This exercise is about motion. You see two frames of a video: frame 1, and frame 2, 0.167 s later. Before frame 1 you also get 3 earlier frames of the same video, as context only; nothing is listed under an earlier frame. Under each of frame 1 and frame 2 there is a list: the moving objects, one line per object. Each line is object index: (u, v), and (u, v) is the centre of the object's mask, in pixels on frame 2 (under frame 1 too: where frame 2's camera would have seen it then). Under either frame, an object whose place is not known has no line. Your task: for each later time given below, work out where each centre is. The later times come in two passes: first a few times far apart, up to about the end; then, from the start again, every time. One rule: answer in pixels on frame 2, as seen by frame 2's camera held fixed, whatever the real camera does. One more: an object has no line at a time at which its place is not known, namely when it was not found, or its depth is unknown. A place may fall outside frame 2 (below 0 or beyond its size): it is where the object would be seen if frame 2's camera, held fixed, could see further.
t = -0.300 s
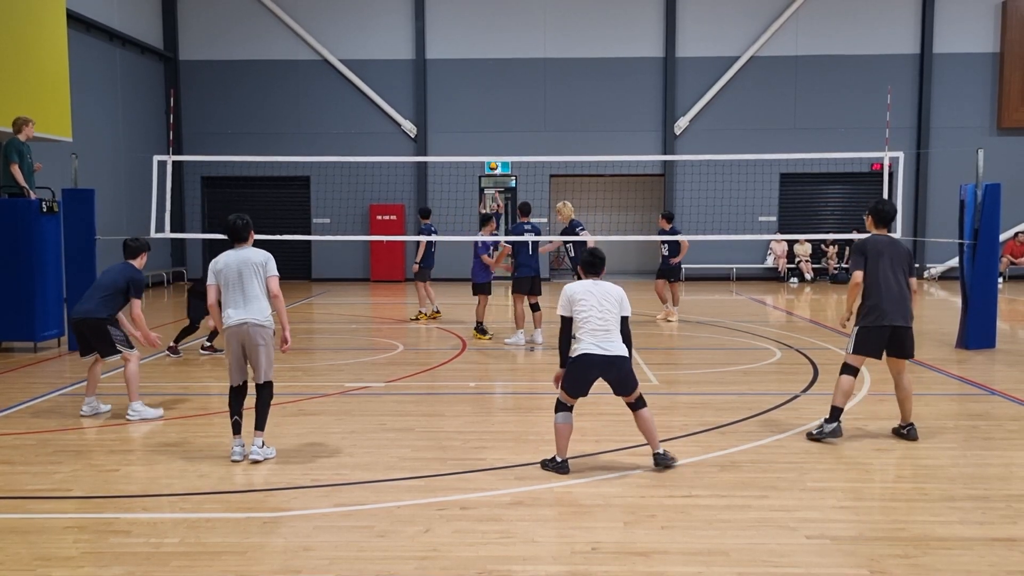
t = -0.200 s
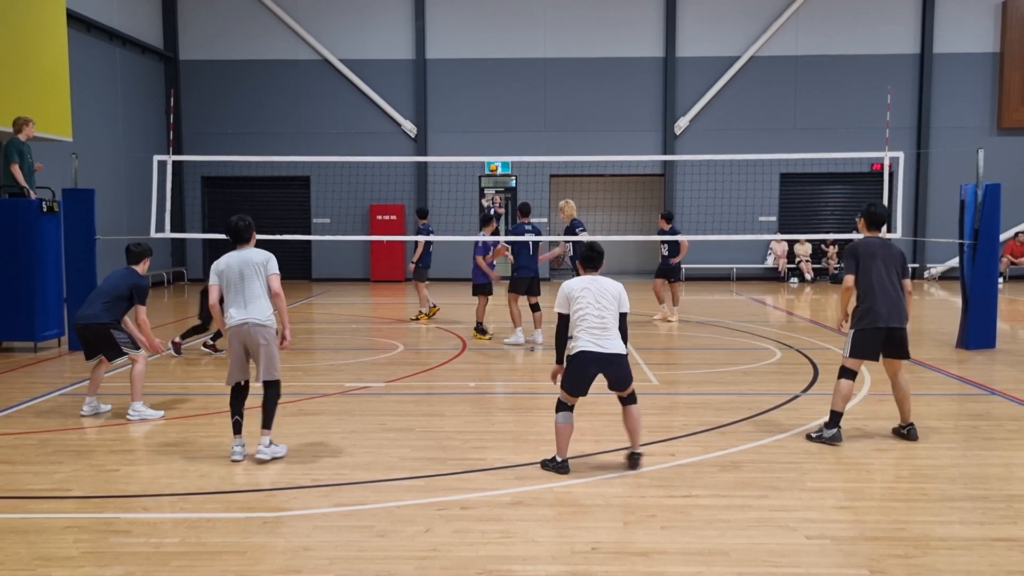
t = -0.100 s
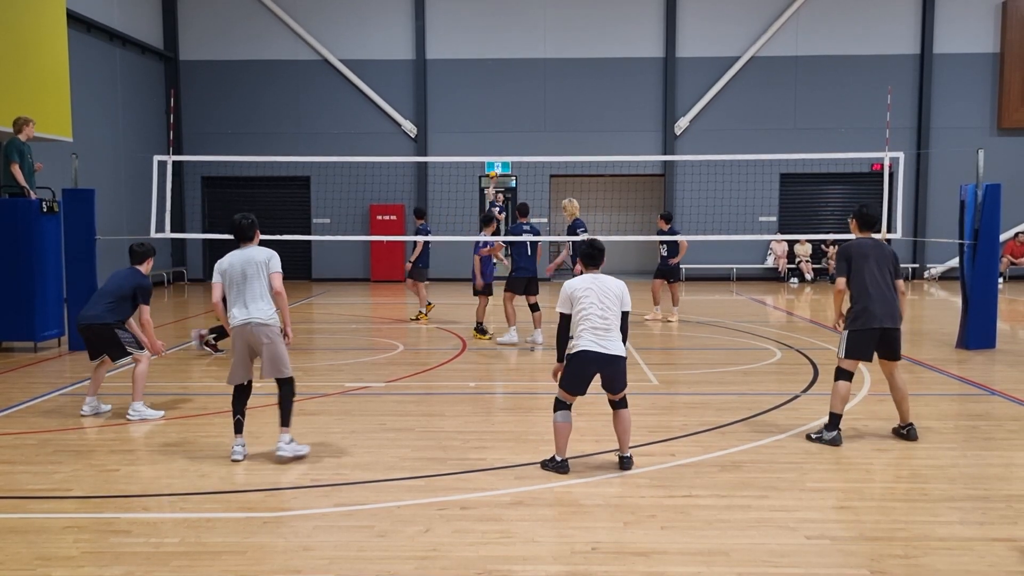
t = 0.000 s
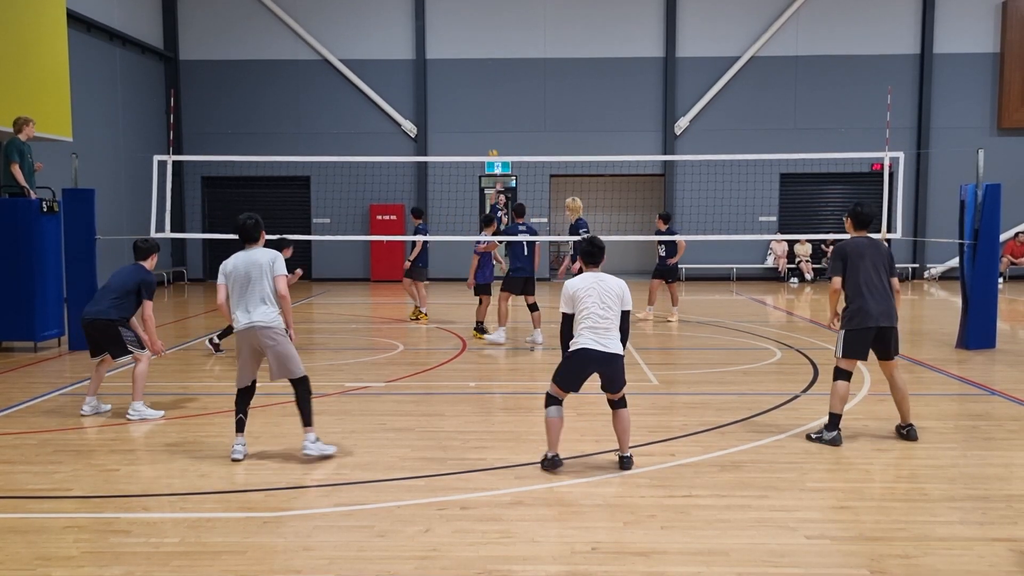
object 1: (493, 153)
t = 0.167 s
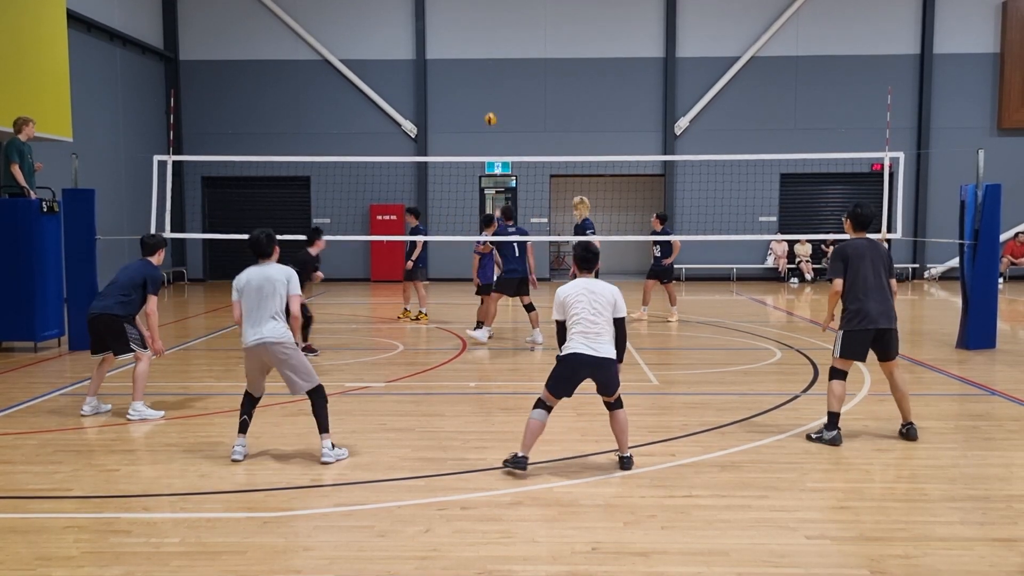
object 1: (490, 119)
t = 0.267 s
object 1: (488, 101)
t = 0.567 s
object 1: (483, 73)
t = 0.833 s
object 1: (476, 94)
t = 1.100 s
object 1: (461, 208)
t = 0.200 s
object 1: (490, 113)
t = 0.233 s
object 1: (489, 107)
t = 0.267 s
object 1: (488, 101)
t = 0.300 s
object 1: (488, 97)
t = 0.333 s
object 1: (487, 92)
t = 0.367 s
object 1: (486, 88)
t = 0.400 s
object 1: (485, 84)
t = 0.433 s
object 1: (485, 81)
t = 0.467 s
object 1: (484, 79)
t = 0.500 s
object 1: (484, 76)
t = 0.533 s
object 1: (483, 74)
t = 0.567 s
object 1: (483, 73)
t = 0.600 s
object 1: (483, 73)
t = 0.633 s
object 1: (482, 73)
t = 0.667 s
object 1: (481, 74)
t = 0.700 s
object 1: (481, 76)
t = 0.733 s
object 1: (480, 79)
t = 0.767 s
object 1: (479, 83)
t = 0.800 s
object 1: (478, 88)
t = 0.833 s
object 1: (476, 94)
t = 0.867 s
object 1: (475, 103)
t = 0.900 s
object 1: (473, 113)
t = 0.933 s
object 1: (471, 124)
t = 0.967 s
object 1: (469, 136)
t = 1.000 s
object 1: (467, 150)
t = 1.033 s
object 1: (465, 169)
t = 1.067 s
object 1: (462, 187)
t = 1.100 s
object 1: (461, 208)
